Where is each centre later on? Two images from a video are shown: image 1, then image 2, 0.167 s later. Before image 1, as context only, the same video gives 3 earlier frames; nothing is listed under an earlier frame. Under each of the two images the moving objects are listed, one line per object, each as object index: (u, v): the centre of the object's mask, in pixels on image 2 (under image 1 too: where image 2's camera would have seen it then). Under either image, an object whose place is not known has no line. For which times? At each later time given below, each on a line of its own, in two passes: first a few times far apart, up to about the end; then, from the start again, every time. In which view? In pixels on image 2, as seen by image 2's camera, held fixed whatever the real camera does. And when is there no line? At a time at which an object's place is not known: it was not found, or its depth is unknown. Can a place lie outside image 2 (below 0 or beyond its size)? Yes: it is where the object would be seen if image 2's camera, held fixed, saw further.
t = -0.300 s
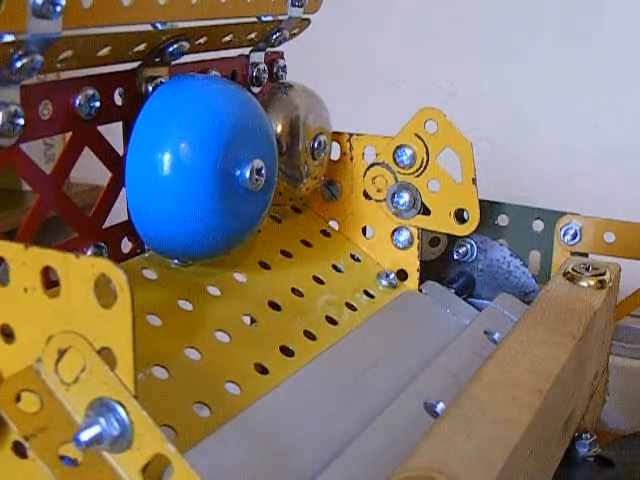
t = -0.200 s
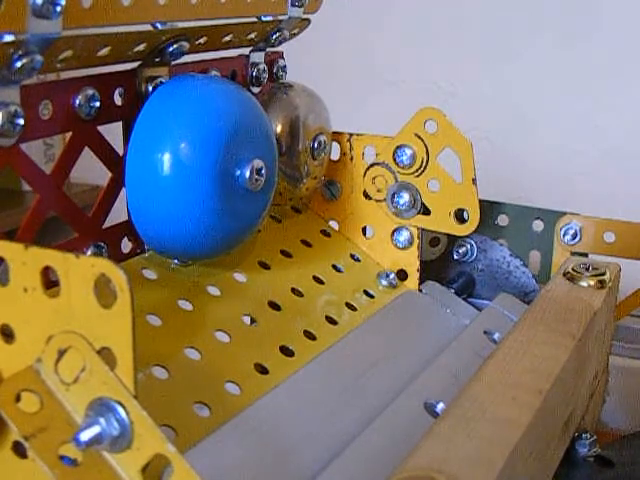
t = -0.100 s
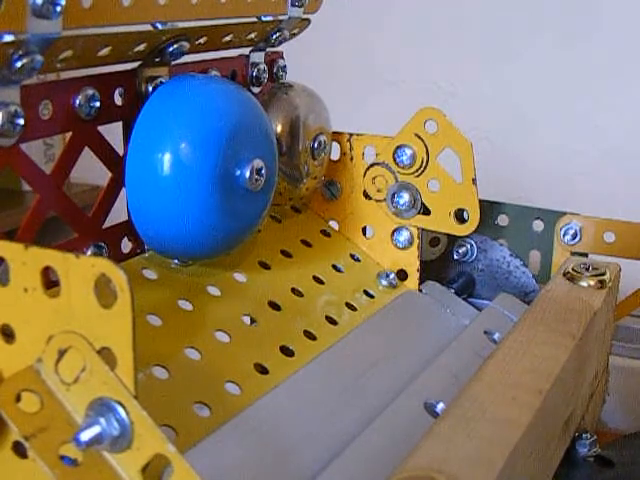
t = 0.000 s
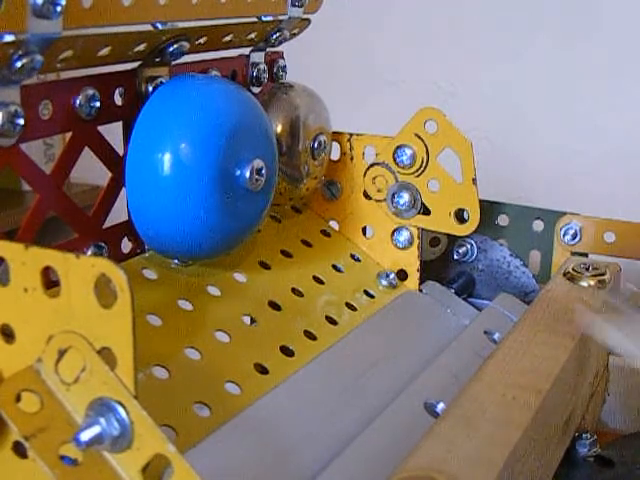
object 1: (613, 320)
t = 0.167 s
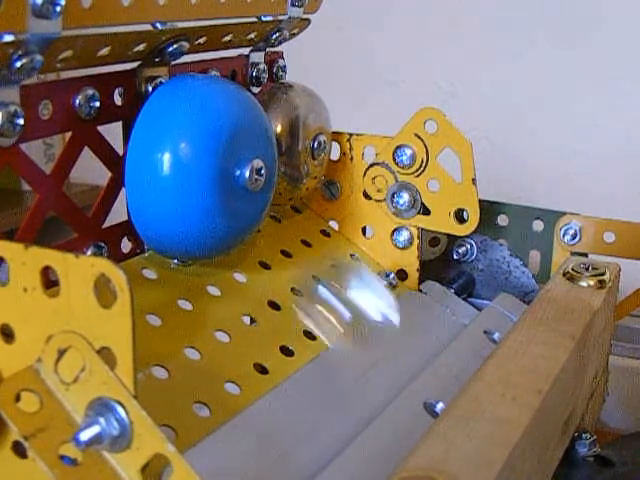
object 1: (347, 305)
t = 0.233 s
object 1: (383, 347)
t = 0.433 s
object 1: (399, 334)
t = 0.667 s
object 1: (424, 314)
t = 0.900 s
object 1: (453, 288)
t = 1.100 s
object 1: (482, 271)
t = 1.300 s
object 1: (532, 284)
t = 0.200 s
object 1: (381, 347)
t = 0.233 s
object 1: (383, 347)
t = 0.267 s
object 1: (386, 346)
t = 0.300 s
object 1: (388, 344)
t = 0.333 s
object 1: (391, 342)
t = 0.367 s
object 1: (393, 339)
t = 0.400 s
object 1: (396, 337)
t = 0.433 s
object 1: (399, 334)
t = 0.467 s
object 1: (402, 331)
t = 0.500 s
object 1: (405, 329)
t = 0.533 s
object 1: (409, 326)
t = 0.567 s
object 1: (413, 323)
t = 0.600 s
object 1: (417, 320)
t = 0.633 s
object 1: (420, 317)
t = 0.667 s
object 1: (424, 314)
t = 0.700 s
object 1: (428, 310)
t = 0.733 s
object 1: (432, 307)
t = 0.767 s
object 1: (436, 304)
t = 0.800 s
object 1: (440, 300)
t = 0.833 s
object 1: (445, 295)
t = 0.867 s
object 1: (449, 293)
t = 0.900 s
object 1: (453, 288)
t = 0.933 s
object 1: (457, 285)
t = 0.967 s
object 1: (461, 282)
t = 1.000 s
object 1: (464, 279)
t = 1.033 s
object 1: (468, 276)
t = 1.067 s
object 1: (475, 270)
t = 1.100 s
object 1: (482, 271)
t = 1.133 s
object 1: (498, 282)
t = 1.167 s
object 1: (505, 282)
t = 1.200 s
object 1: (514, 283)
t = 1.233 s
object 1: (521, 283)
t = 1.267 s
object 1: (528, 283)
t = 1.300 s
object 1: (532, 284)
